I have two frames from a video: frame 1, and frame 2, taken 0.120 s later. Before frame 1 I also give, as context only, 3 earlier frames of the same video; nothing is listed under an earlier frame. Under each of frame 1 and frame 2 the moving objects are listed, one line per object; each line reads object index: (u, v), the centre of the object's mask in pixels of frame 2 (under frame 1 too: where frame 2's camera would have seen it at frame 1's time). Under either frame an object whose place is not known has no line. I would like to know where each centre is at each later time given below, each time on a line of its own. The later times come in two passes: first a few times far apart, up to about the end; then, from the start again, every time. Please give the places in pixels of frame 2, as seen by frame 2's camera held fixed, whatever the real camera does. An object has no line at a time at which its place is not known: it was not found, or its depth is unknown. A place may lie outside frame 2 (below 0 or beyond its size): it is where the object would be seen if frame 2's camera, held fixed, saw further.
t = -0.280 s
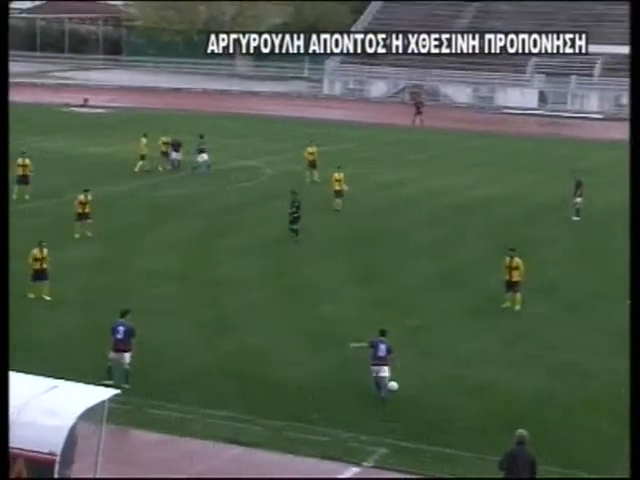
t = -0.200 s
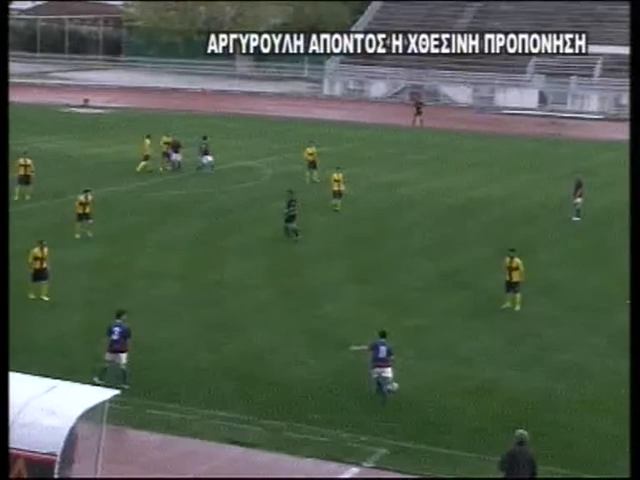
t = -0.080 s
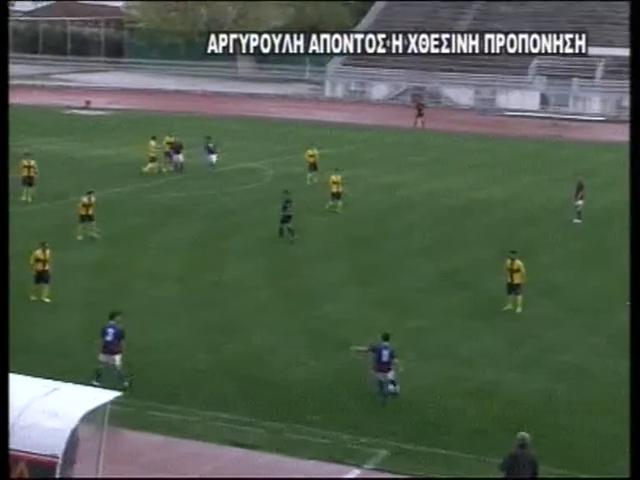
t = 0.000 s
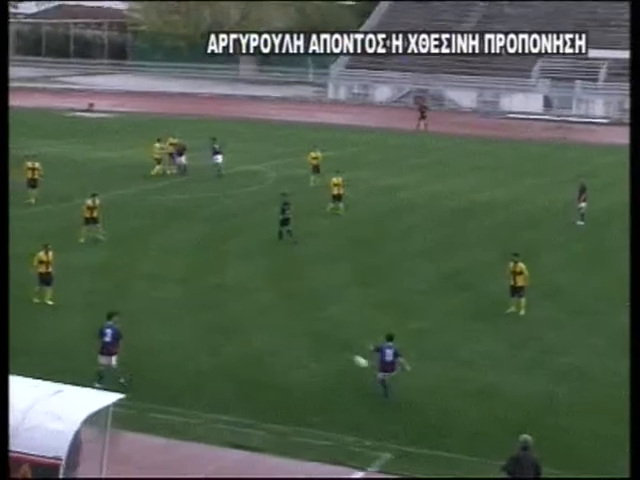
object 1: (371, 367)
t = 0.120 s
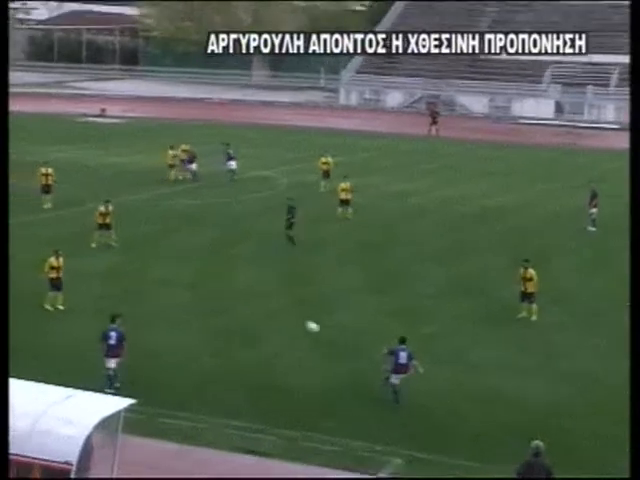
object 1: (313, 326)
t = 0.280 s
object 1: (241, 288)
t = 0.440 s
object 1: (177, 264)
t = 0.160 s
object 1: (294, 315)
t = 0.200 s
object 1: (276, 305)
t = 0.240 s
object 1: (258, 295)
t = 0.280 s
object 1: (241, 288)
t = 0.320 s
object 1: (224, 281)
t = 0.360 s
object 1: (207, 275)
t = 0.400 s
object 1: (192, 269)
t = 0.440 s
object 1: (177, 264)
